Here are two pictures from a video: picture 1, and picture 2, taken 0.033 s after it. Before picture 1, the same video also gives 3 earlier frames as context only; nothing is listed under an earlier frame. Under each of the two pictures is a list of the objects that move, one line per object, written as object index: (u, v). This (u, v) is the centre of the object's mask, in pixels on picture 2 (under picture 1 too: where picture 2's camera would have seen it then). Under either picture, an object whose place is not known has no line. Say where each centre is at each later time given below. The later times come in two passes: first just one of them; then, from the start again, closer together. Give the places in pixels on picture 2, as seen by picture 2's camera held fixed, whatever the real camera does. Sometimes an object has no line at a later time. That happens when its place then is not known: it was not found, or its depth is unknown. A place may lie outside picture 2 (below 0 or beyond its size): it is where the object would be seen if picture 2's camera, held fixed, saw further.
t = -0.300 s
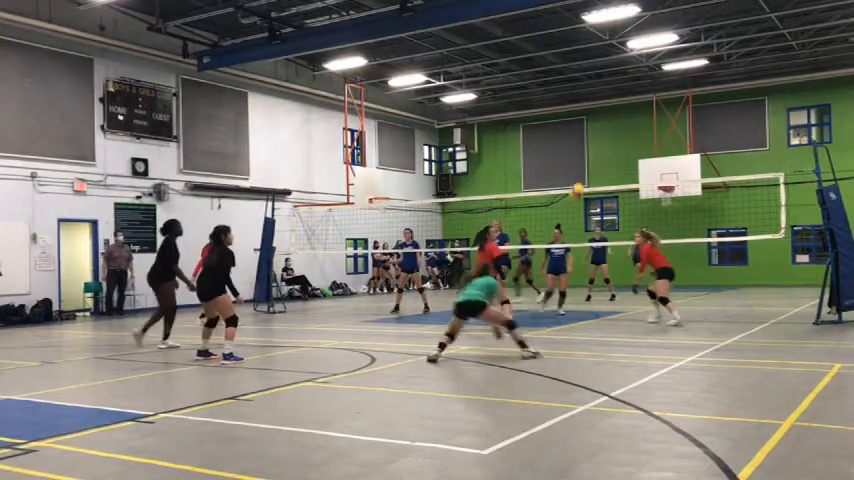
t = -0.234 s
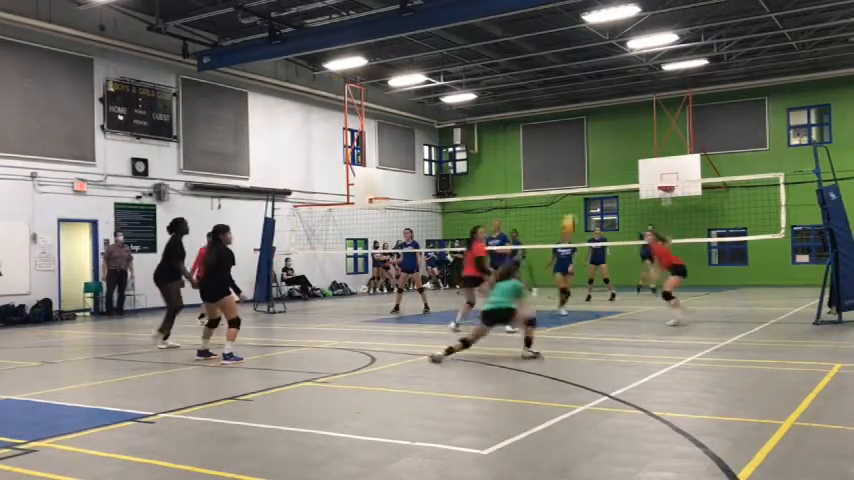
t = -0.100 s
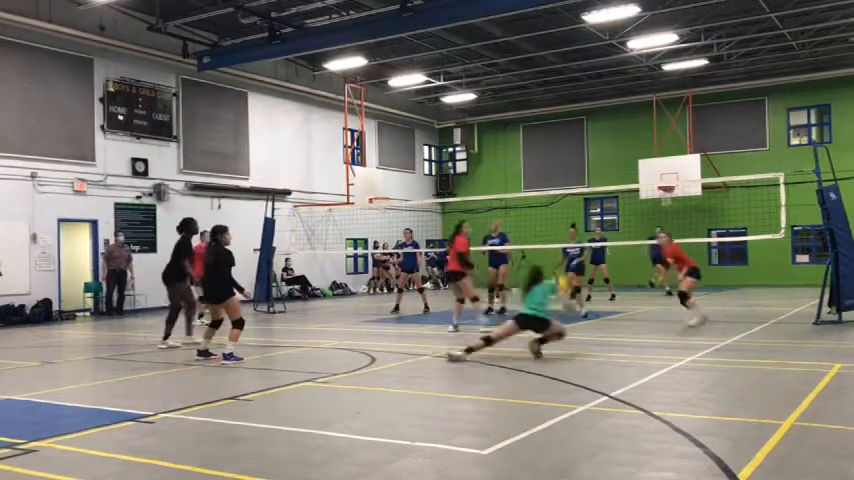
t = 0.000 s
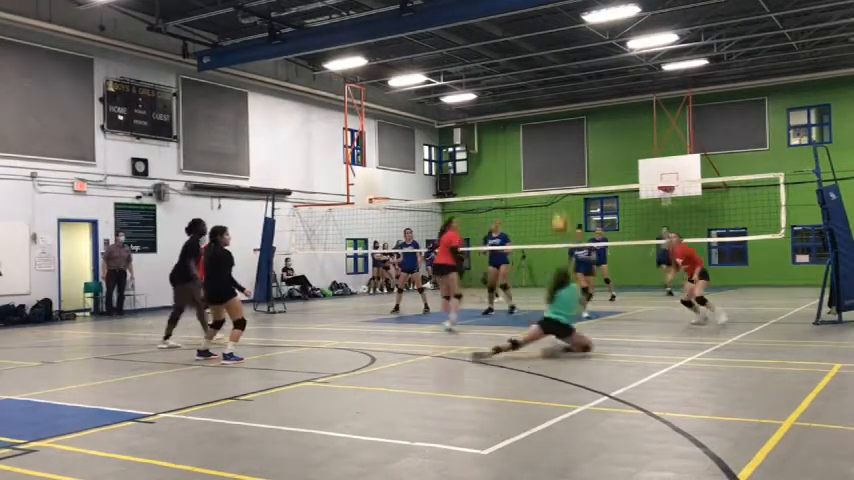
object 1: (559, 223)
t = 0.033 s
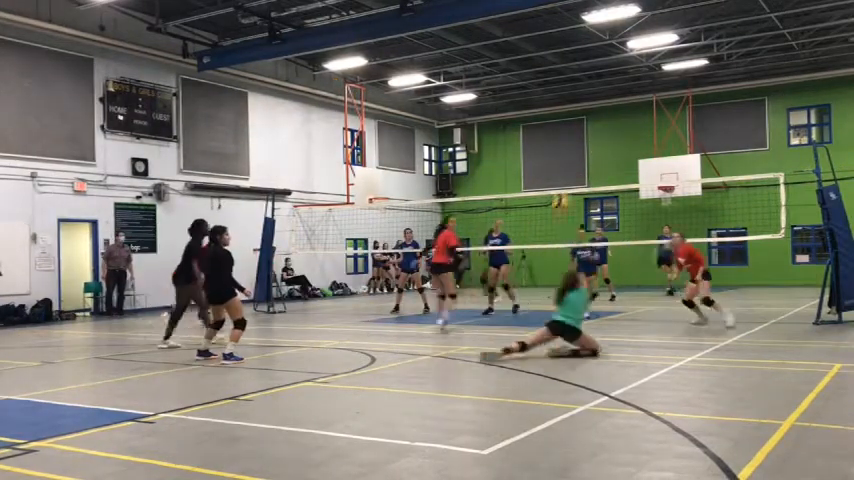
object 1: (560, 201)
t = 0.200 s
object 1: (565, 114)
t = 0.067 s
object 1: (562, 181)
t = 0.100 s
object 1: (563, 164)
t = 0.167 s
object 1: (564, 130)
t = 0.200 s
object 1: (565, 114)
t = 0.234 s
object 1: (566, 99)
